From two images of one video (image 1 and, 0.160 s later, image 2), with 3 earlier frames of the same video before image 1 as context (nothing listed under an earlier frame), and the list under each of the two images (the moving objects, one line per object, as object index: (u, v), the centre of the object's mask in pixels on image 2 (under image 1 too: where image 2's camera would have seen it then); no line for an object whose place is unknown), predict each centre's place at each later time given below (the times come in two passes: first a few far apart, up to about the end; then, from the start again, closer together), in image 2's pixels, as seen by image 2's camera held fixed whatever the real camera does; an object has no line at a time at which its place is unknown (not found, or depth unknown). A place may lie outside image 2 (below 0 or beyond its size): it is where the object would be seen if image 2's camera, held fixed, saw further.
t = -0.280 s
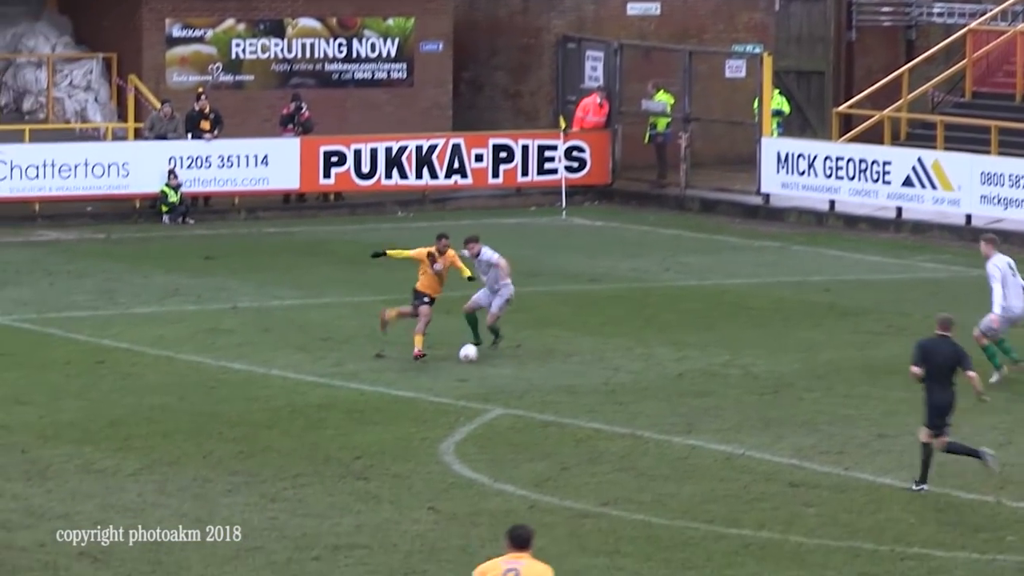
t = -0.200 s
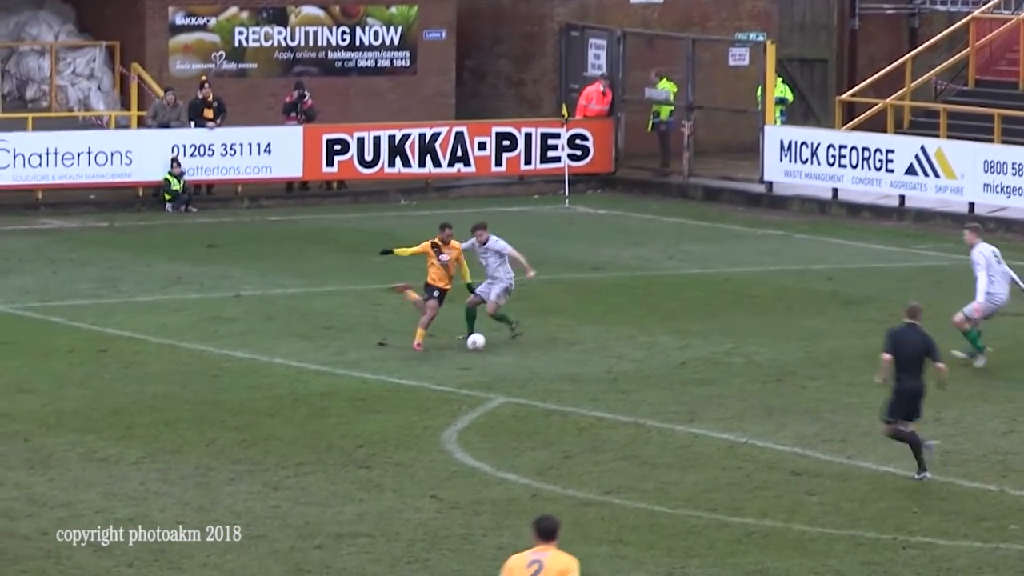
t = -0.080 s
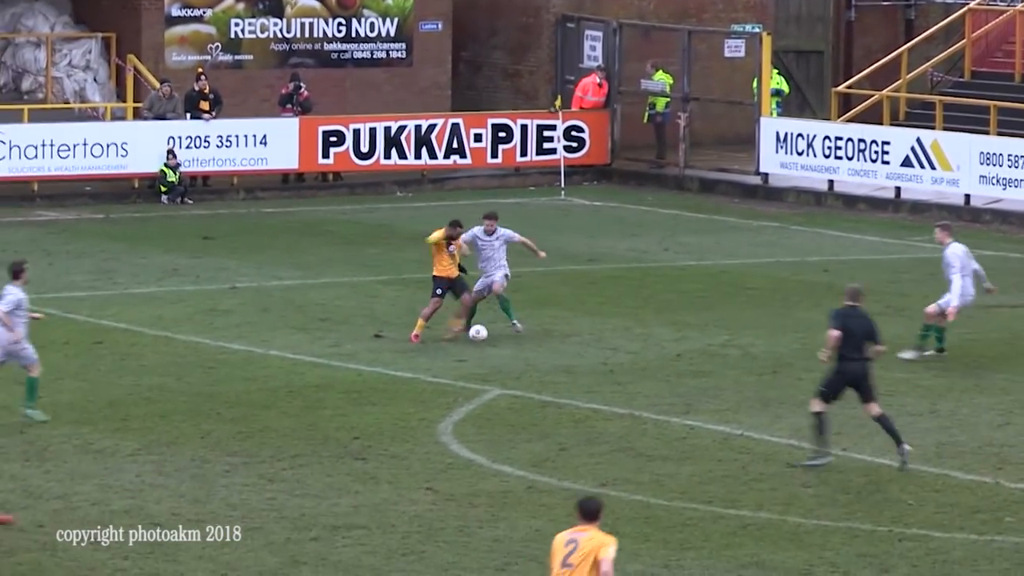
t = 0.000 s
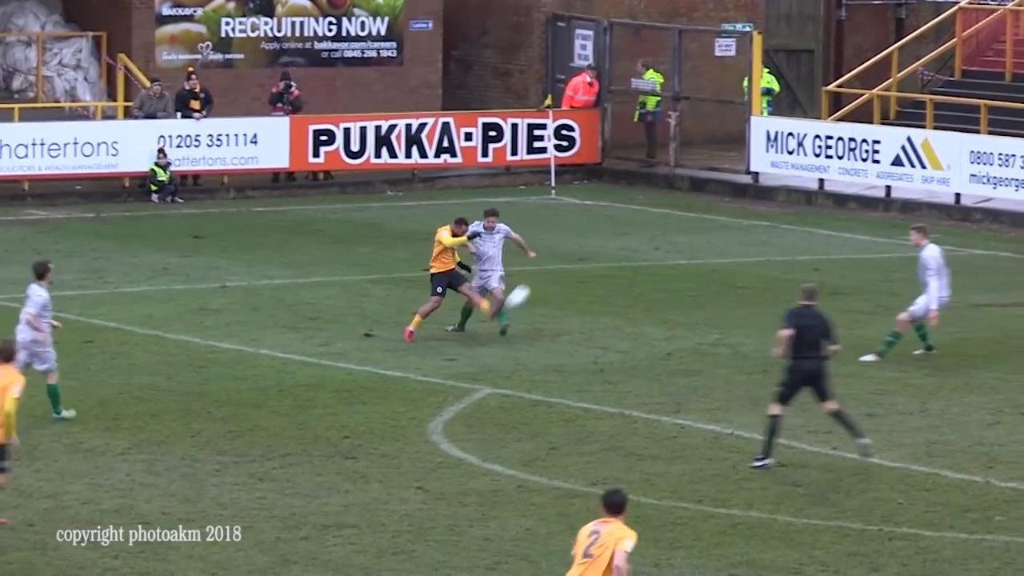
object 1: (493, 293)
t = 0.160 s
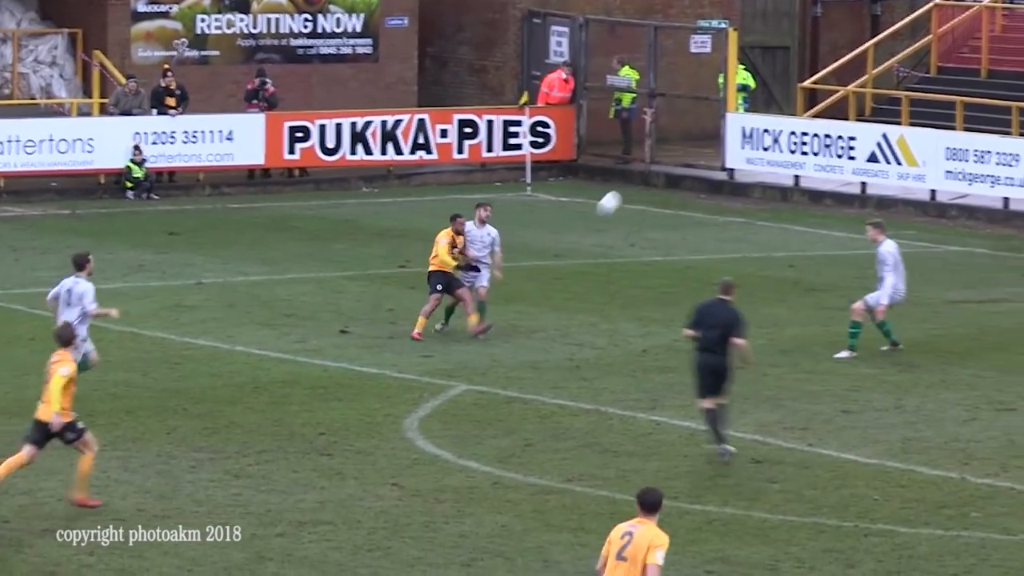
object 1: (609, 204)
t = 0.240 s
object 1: (668, 165)
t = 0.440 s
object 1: (821, 86)
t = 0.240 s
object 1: (668, 165)
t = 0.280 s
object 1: (700, 147)
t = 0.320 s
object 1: (727, 132)
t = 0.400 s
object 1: (793, 100)
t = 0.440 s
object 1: (821, 86)
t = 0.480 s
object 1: (852, 72)
